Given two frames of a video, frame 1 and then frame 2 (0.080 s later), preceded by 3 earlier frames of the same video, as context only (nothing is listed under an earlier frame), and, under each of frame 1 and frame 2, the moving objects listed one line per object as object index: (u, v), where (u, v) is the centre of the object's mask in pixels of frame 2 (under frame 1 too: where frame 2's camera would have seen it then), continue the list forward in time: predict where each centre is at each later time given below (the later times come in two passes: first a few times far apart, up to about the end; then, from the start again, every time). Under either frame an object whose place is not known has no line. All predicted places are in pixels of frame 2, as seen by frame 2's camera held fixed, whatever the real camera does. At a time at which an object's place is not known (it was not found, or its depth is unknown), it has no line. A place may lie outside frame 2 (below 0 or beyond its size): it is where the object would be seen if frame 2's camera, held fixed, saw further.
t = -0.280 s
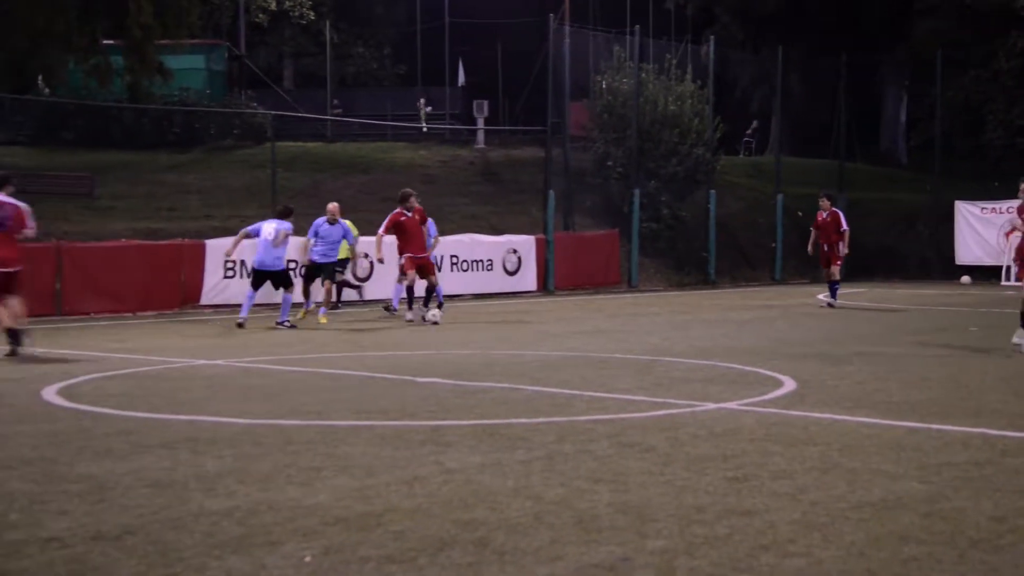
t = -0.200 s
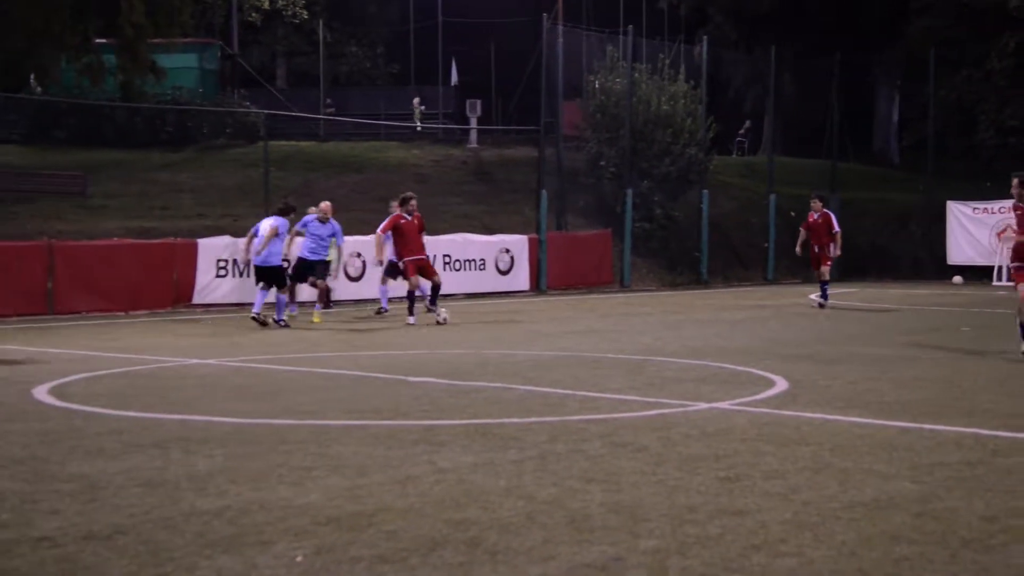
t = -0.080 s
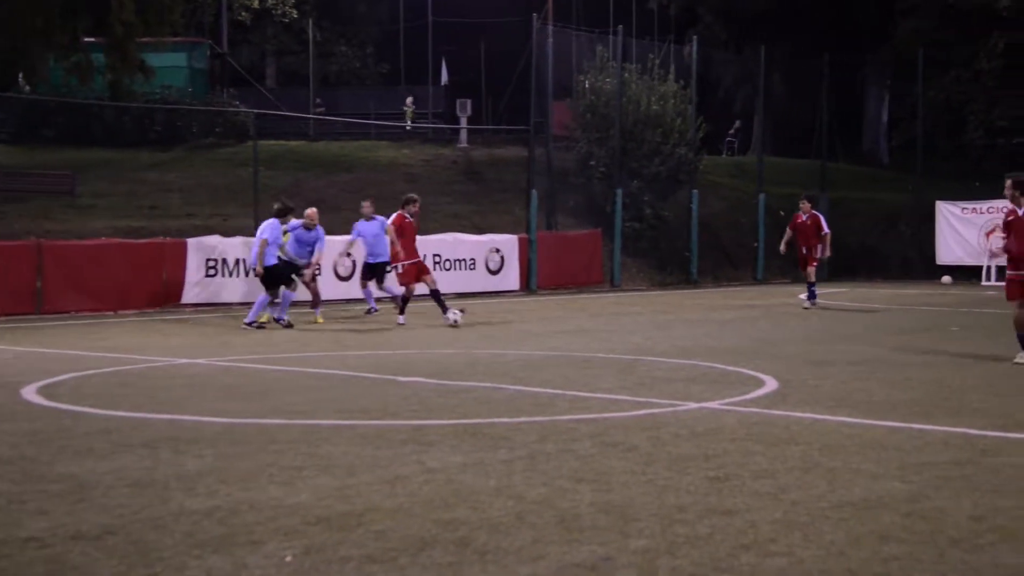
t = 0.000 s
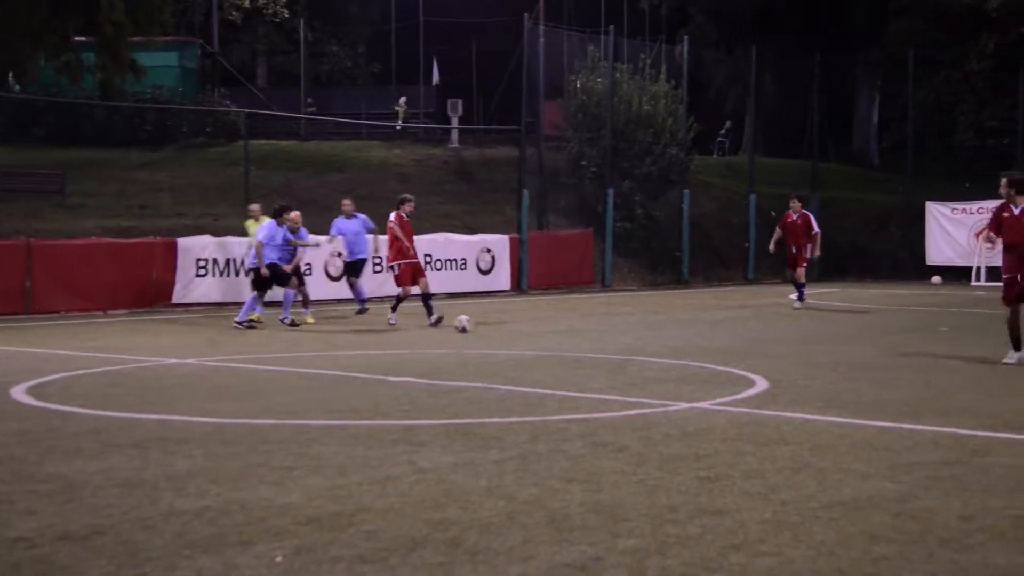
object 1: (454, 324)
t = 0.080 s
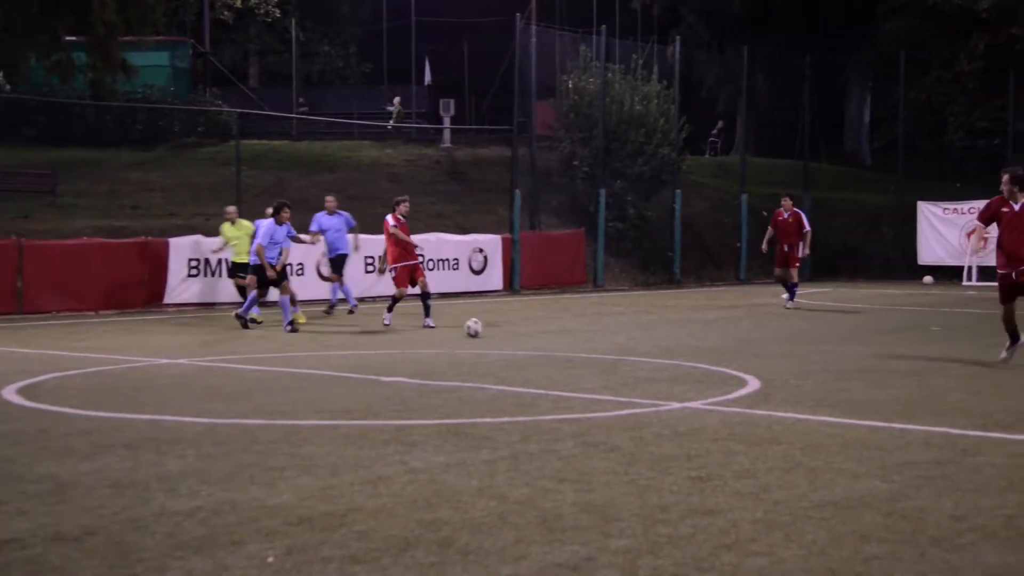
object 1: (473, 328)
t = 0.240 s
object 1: (511, 336)
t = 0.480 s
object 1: (574, 350)
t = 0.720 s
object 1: (642, 371)
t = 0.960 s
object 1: (722, 393)
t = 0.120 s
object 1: (483, 330)
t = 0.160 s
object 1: (493, 332)
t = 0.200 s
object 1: (501, 335)
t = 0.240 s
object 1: (511, 336)
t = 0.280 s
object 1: (521, 338)
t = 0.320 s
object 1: (532, 341)
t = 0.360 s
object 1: (541, 343)
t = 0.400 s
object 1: (552, 343)
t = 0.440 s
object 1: (563, 345)
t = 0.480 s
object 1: (574, 350)
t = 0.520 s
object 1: (586, 356)
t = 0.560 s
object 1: (596, 358)
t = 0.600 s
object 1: (607, 359)
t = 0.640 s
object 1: (618, 362)
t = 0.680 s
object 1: (629, 367)
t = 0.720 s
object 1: (642, 371)
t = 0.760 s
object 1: (654, 374)
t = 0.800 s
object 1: (667, 379)
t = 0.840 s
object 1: (680, 382)
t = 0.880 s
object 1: (693, 385)
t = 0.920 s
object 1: (708, 389)
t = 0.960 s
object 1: (722, 393)
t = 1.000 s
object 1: (737, 398)
